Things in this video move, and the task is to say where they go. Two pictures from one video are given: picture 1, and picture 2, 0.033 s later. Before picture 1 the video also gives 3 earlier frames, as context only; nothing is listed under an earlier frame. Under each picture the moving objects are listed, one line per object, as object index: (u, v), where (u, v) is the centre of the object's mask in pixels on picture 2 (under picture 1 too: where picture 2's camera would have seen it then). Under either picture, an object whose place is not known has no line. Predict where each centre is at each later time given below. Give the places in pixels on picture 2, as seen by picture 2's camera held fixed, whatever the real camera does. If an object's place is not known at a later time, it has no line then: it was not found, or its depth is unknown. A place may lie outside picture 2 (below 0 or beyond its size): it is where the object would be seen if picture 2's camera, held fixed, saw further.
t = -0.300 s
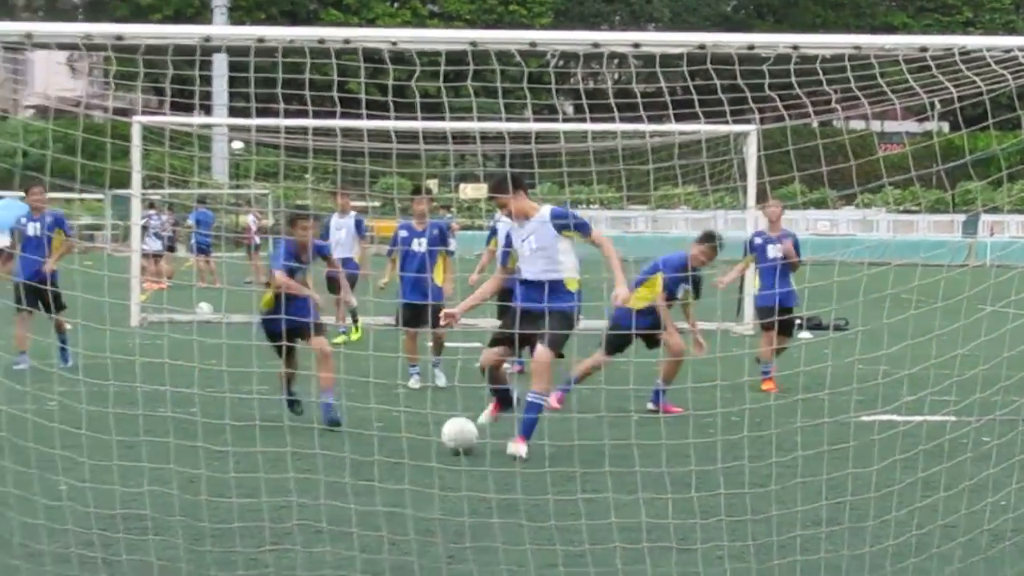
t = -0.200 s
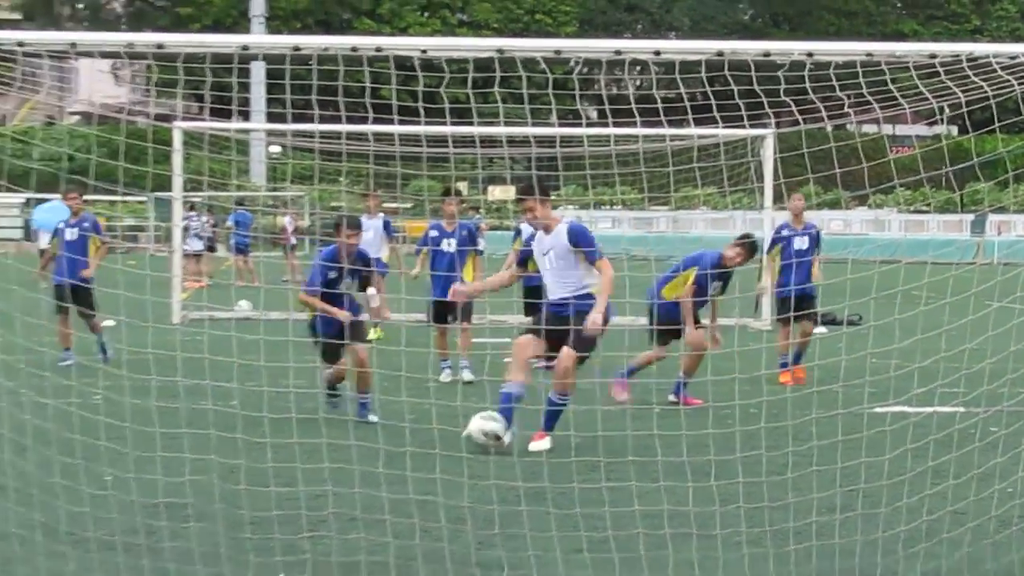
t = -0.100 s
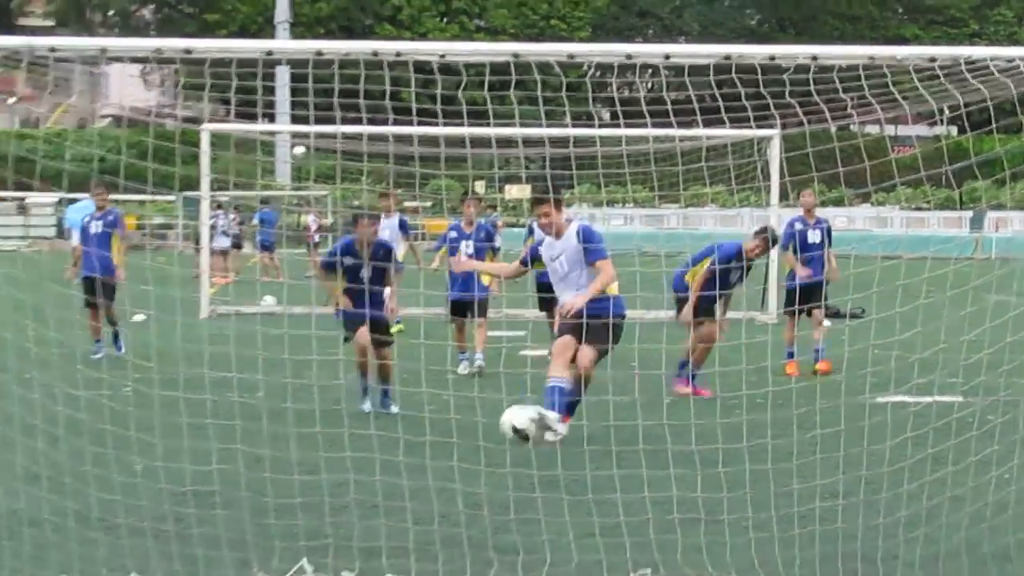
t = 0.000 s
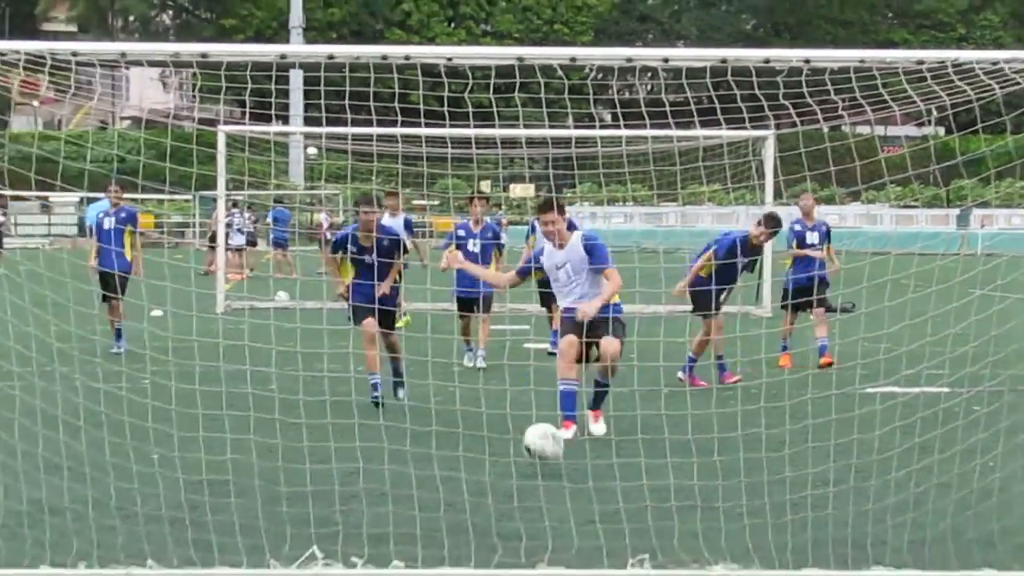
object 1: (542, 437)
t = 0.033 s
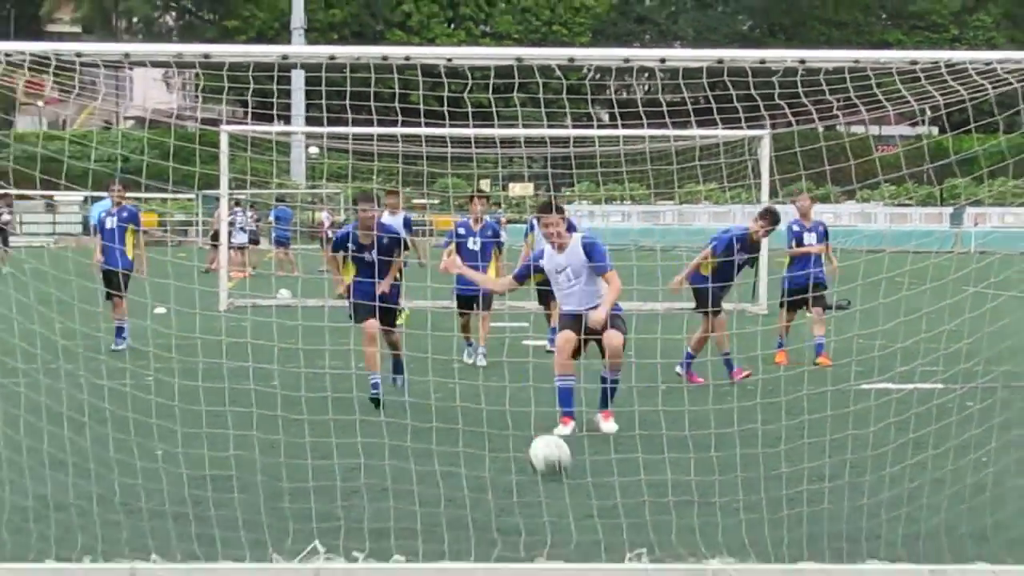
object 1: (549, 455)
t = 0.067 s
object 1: (556, 461)
